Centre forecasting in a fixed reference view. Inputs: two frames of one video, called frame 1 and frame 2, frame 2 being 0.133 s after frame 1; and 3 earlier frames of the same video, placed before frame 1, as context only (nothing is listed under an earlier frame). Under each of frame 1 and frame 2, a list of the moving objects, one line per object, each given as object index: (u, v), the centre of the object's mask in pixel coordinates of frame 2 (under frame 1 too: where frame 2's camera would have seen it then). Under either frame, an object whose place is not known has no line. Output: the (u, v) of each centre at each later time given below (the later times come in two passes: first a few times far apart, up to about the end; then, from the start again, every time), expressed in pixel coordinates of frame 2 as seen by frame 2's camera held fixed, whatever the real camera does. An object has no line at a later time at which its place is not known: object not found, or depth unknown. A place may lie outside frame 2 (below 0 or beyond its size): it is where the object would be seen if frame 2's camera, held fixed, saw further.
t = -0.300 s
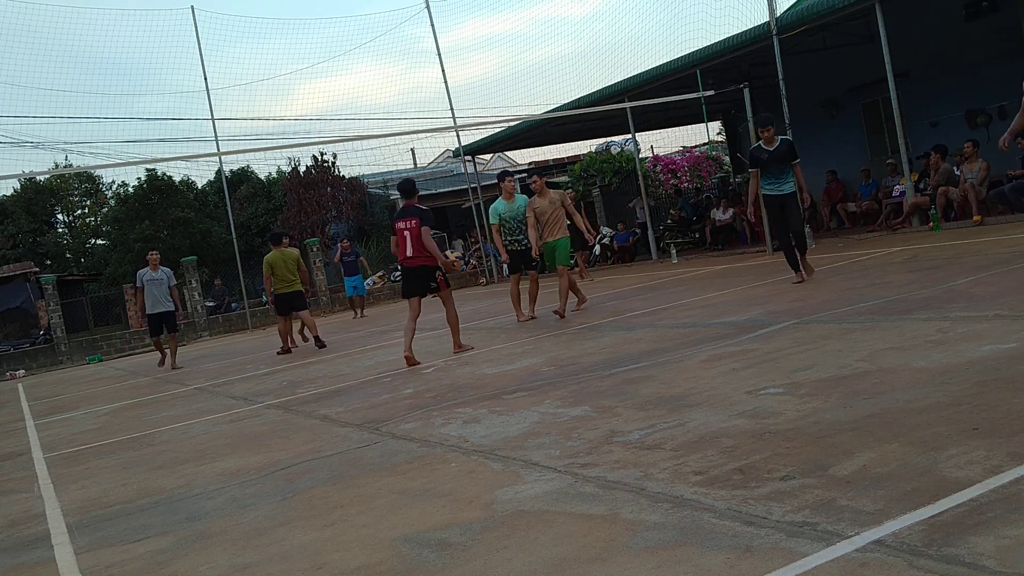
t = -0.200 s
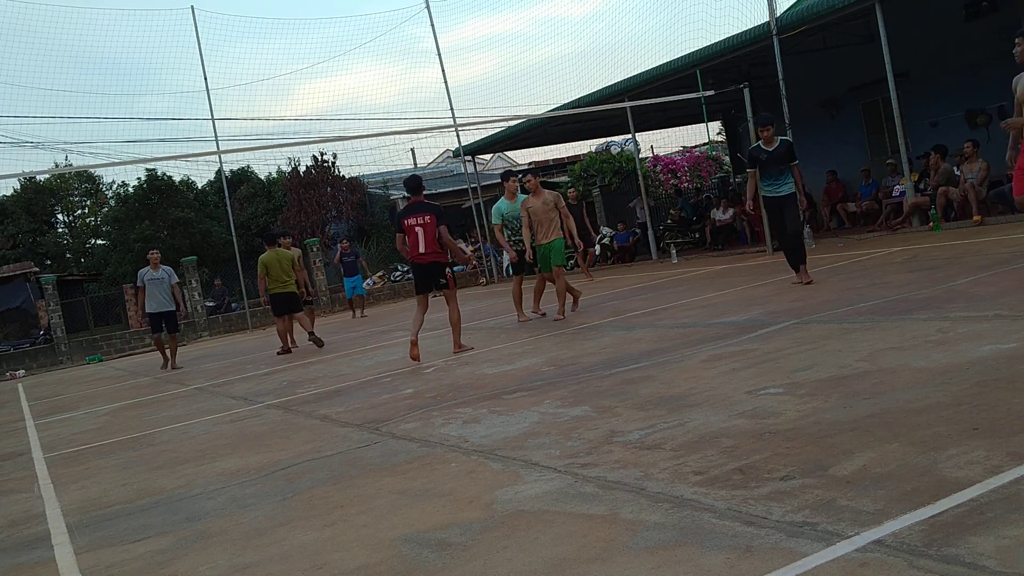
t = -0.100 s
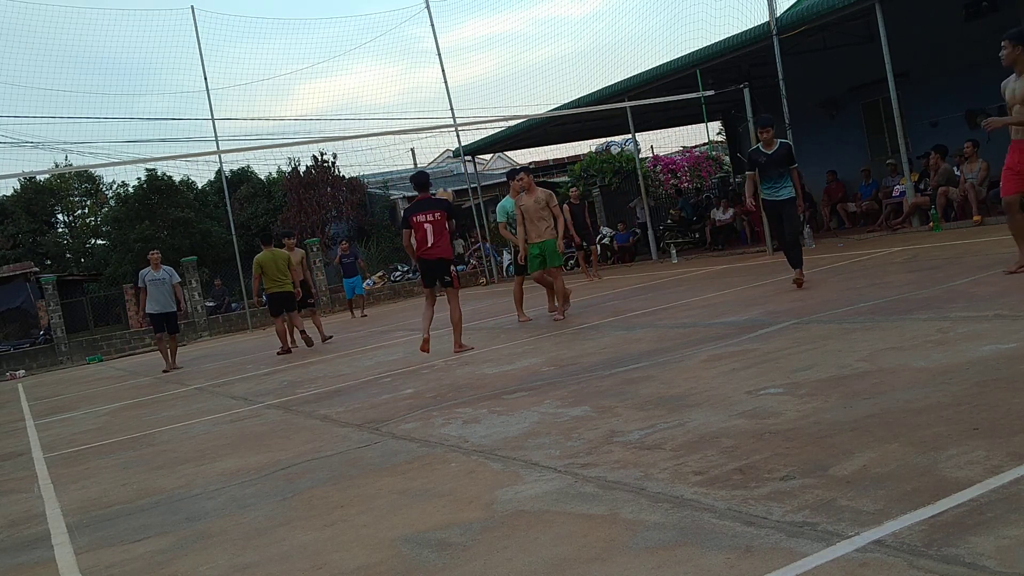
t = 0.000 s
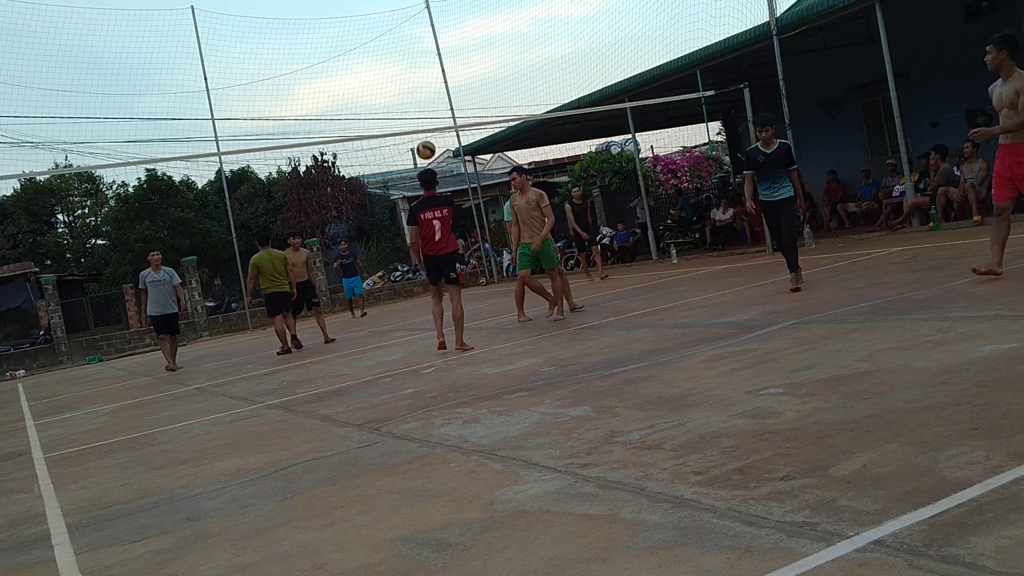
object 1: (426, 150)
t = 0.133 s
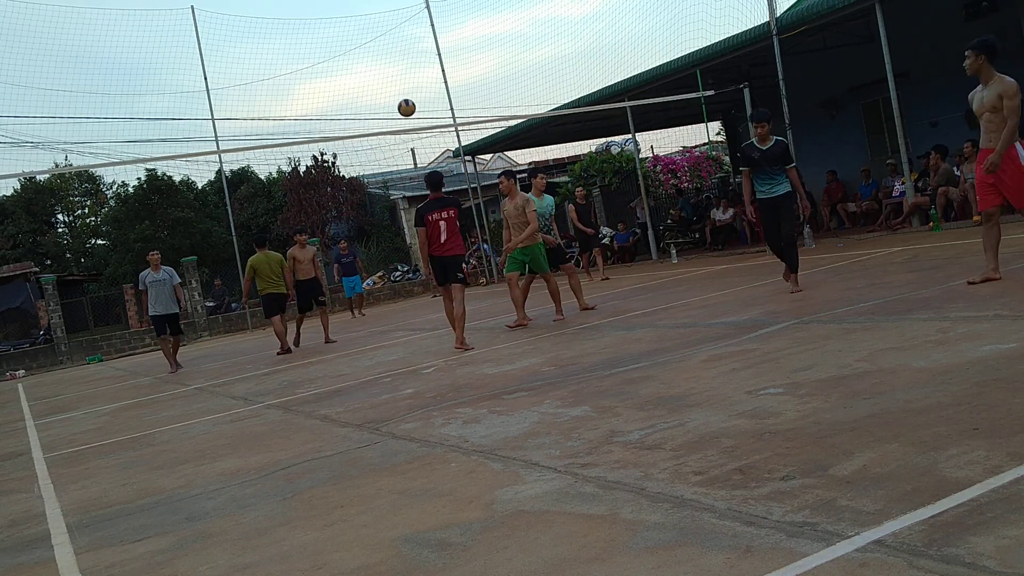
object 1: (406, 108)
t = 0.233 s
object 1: (397, 91)
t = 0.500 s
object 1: (385, 92)
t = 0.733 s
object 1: (386, 133)
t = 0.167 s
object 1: (403, 101)
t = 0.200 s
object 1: (400, 95)
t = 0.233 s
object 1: (397, 91)
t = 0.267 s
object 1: (394, 88)
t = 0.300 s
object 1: (392, 86)
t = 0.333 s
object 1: (390, 85)
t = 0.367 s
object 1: (388, 84)
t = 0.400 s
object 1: (387, 85)
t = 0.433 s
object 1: (386, 86)
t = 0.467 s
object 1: (385, 89)
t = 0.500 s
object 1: (385, 92)
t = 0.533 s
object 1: (384, 97)
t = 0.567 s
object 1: (384, 101)
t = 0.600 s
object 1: (384, 106)
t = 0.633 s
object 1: (384, 112)
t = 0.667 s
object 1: (385, 118)
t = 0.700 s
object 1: (385, 125)
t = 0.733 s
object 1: (386, 133)
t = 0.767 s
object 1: (387, 142)
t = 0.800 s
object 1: (388, 150)
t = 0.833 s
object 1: (389, 159)
